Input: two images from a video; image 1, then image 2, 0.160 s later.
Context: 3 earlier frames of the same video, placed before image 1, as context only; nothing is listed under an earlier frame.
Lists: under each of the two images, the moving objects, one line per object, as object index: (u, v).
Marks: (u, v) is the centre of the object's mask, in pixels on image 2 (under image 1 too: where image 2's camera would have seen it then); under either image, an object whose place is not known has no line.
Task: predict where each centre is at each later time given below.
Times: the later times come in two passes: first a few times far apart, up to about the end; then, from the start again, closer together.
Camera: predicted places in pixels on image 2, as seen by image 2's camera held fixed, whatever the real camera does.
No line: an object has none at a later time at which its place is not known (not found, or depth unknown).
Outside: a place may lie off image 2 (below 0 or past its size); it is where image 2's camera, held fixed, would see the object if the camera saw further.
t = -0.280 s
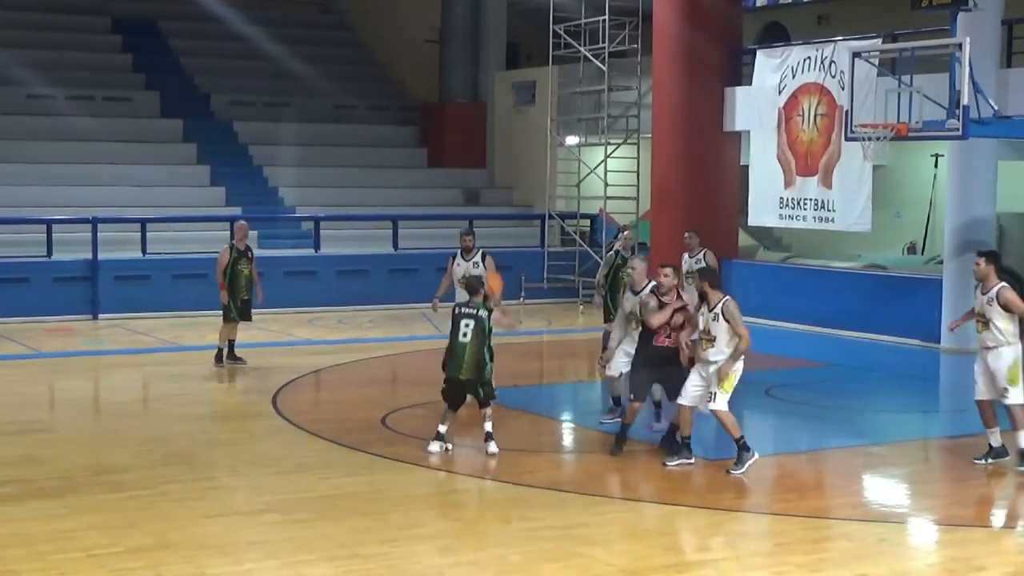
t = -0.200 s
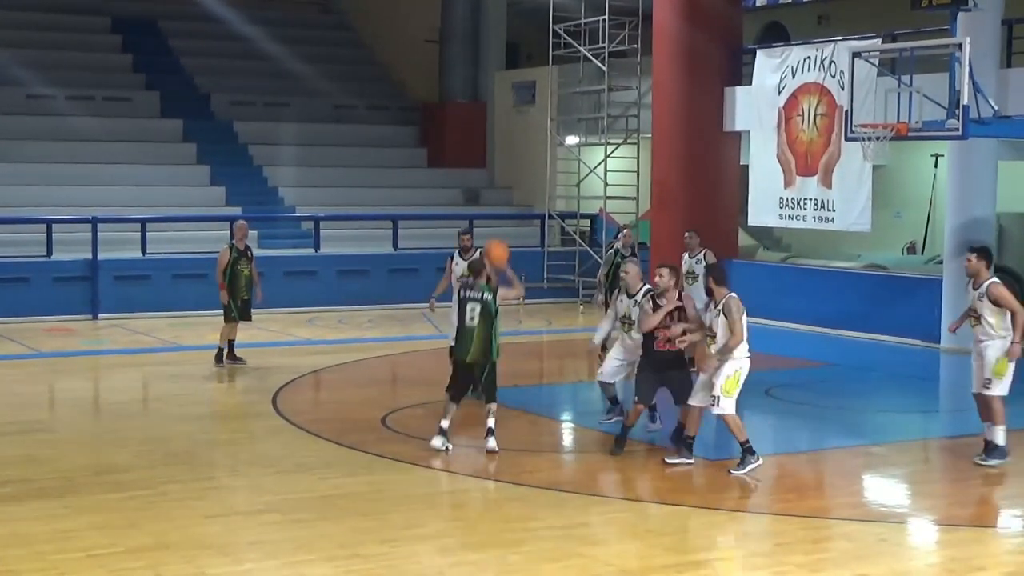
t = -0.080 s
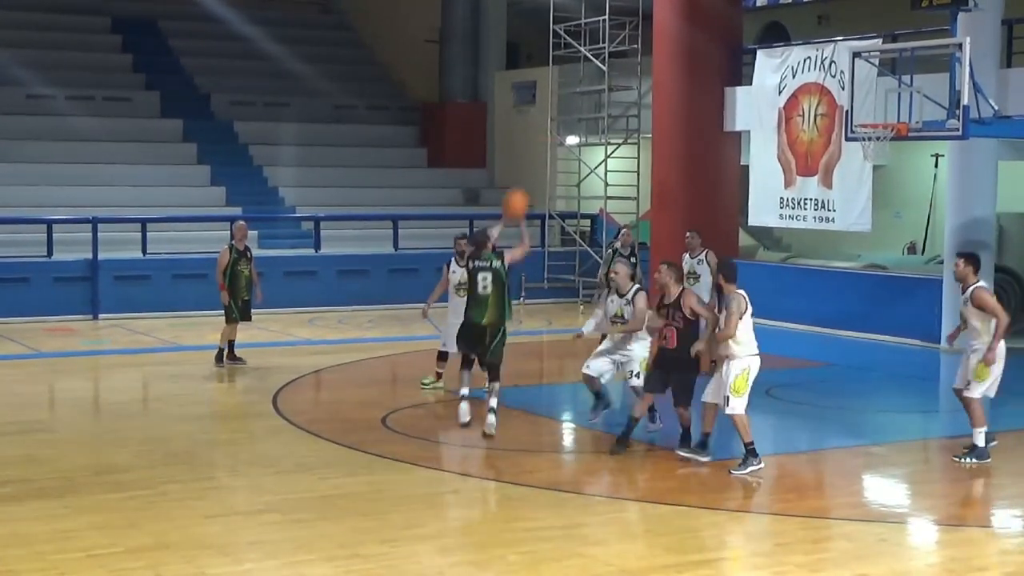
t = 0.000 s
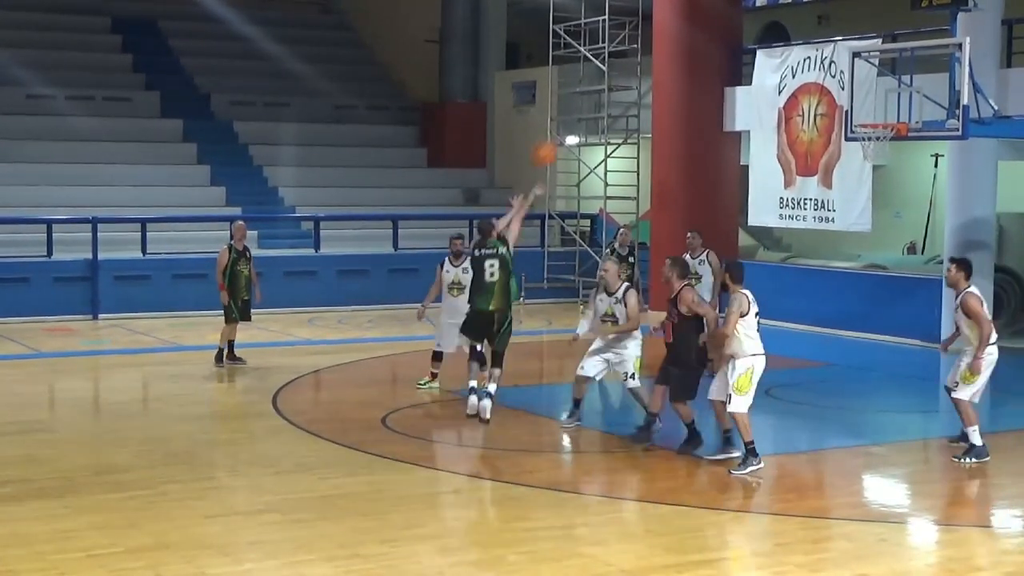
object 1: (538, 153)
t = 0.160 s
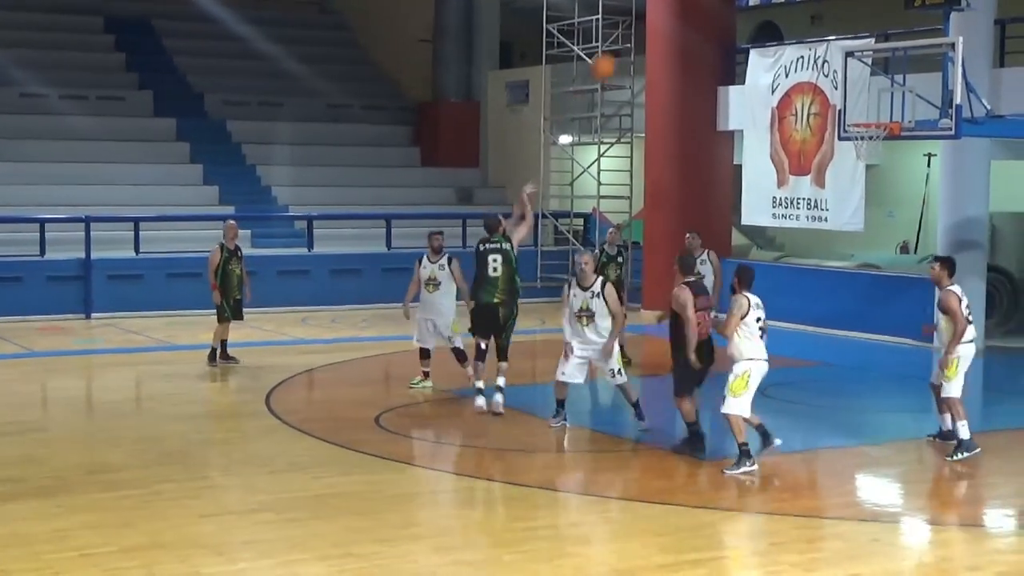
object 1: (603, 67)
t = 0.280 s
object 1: (647, 25)
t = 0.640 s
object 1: (770, -1)
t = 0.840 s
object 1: (828, 24)
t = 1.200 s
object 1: (889, 95)
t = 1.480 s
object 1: (880, 98)
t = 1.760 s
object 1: (864, 108)
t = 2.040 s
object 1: (870, 111)
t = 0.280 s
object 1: (647, 25)
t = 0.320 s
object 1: (666, 14)
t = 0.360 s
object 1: (680, 7)
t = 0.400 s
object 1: (692, 4)
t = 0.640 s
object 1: (770, -1)
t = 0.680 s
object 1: (783, 1)
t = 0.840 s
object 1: (828, 24)
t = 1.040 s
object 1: (881, 92)
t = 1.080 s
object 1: (890, 109)
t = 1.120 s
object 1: (892, 107)
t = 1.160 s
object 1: (891, 100)
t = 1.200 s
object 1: (889, 95)
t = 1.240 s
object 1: (888, 92)
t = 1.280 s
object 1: (887, 90)
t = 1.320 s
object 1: (885, 89)
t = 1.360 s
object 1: (884, 89)
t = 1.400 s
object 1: (883, 91)
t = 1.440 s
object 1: (882, 93)
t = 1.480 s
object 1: (880, 98)
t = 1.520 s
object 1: (878, 104)
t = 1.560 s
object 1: (877, 111)
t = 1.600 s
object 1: (875, 111)
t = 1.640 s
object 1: (872, 109)
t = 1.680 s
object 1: (870, 107)
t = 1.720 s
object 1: (867, 107)
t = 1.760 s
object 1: (864, 108)
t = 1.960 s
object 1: (865, 110)
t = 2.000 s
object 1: (867, 110)
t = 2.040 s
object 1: (870, 111)
